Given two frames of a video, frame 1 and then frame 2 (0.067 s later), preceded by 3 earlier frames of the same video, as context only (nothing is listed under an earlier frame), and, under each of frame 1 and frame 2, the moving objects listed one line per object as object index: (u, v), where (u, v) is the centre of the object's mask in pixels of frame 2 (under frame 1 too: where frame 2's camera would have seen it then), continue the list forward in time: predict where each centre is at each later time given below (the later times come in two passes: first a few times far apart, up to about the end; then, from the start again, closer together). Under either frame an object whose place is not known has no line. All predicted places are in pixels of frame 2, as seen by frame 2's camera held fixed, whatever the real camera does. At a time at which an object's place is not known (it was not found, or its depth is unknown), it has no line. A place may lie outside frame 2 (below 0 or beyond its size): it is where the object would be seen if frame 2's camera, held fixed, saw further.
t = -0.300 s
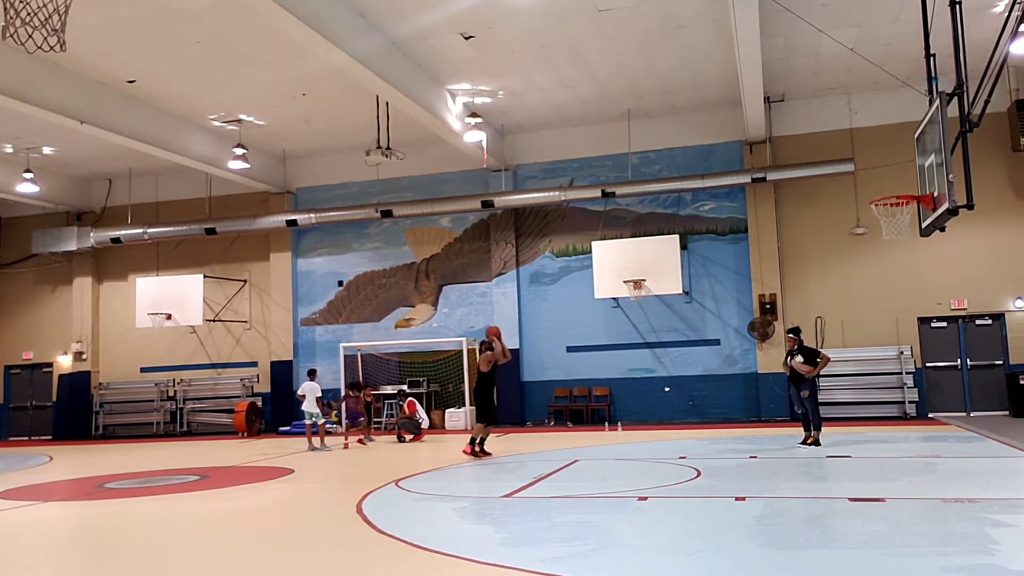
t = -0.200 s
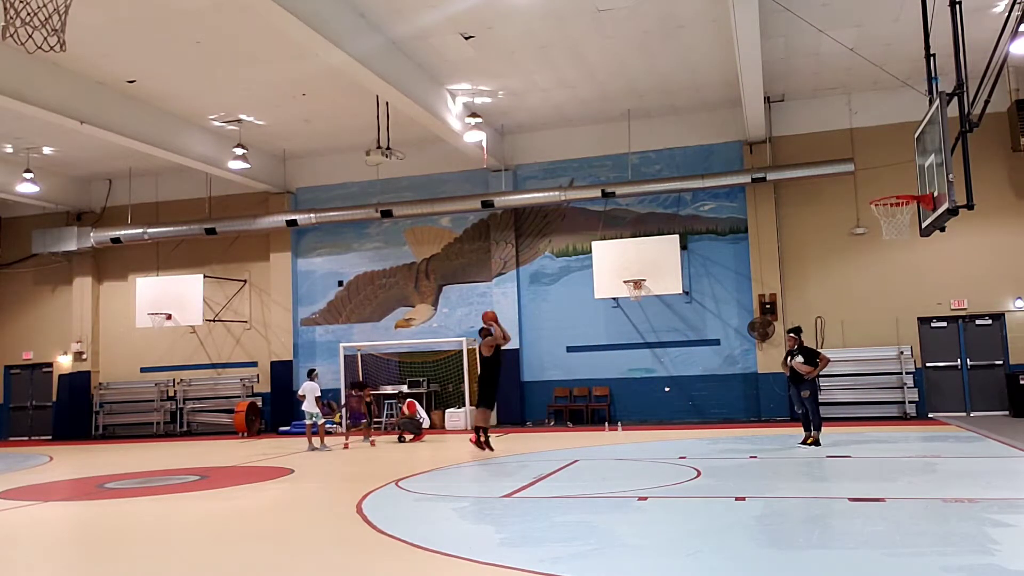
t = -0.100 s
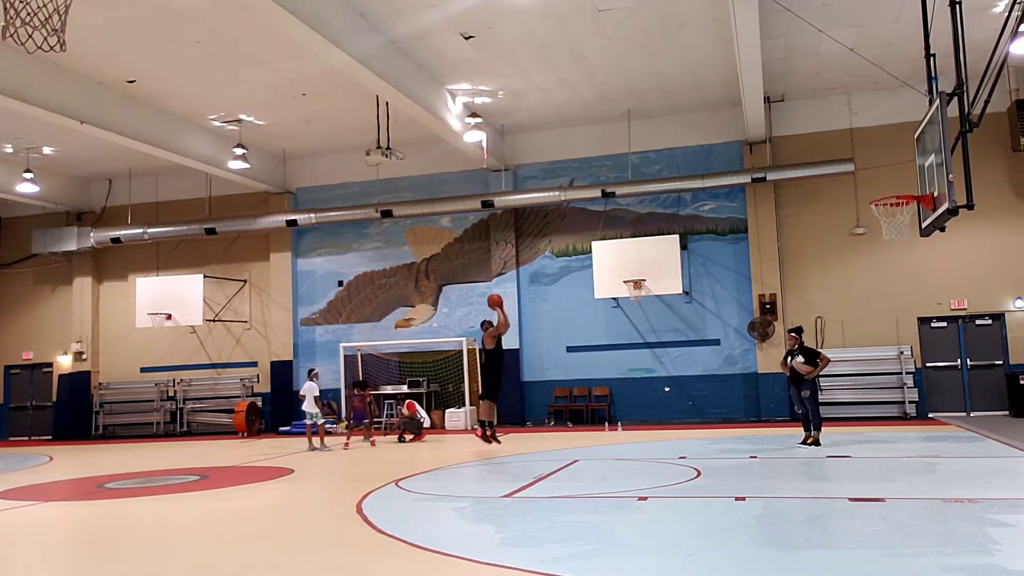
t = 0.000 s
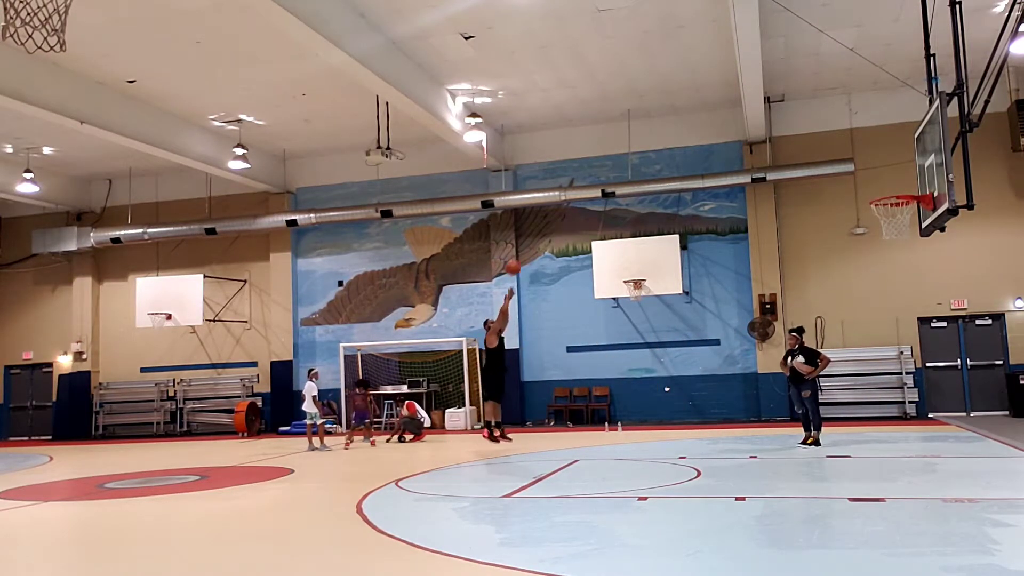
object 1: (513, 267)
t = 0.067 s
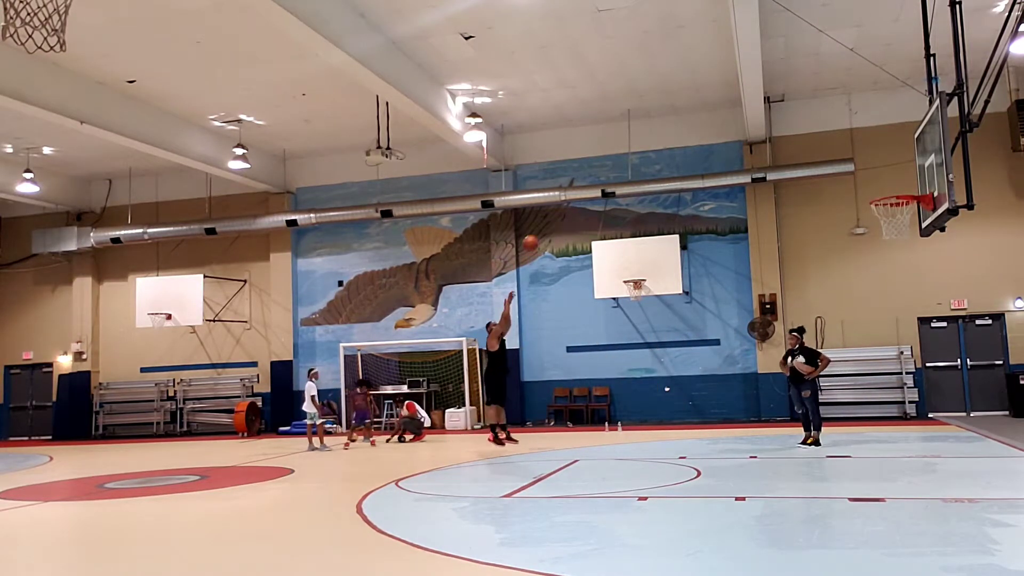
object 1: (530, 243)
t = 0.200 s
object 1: (567, 200)
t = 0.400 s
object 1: (626, 154)
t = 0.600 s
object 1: (694, 131)
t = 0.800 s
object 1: (770, 135)
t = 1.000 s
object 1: (859, 171)
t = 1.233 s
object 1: (887, 261)
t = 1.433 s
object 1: (864, 374)
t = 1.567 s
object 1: (852, 468)
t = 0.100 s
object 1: (539, 231)
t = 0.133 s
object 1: (548, 221)
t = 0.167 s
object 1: (557, 210)
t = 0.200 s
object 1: (567, 200)
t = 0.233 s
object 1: (577, 191)
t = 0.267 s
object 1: (586, 183)
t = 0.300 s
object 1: (596, 175)
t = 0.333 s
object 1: (606, 167)
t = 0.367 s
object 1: (616, 161)
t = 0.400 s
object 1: (626, 154)
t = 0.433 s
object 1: (638, 149)
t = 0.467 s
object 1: (649, 144)
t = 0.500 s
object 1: (660, 140)
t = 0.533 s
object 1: (671, 136)
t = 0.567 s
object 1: (683, 133)
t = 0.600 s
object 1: (694, 131)
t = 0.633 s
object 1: (706, 130)
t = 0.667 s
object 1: (719, 129)
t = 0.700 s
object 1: (731, 130)
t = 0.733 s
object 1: (744, 131)
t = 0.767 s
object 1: (757, 132)
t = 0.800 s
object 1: (770, 135)
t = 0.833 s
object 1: (784, 138)
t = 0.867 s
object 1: (798, 143)
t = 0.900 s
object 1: (812, 149)
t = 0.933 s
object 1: (828, 155)
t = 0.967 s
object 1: (843, 163)
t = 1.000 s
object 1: (859, 171)
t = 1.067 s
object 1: (891, 190)
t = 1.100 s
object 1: (905, 204)
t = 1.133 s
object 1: (901, 216)
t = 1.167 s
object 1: (895, 230)
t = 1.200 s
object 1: (891, 245)
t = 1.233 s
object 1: (887, 261)
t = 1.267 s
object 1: (883, 277)
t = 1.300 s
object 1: (879, 294)
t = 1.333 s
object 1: (875, 313)
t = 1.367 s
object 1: (871, 332)
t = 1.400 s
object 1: (868, 353)
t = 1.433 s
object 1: (864, 374)
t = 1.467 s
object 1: (861, 396)
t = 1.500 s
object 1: (858, 420)
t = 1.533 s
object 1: (856, 444)
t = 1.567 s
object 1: (852, 468)
